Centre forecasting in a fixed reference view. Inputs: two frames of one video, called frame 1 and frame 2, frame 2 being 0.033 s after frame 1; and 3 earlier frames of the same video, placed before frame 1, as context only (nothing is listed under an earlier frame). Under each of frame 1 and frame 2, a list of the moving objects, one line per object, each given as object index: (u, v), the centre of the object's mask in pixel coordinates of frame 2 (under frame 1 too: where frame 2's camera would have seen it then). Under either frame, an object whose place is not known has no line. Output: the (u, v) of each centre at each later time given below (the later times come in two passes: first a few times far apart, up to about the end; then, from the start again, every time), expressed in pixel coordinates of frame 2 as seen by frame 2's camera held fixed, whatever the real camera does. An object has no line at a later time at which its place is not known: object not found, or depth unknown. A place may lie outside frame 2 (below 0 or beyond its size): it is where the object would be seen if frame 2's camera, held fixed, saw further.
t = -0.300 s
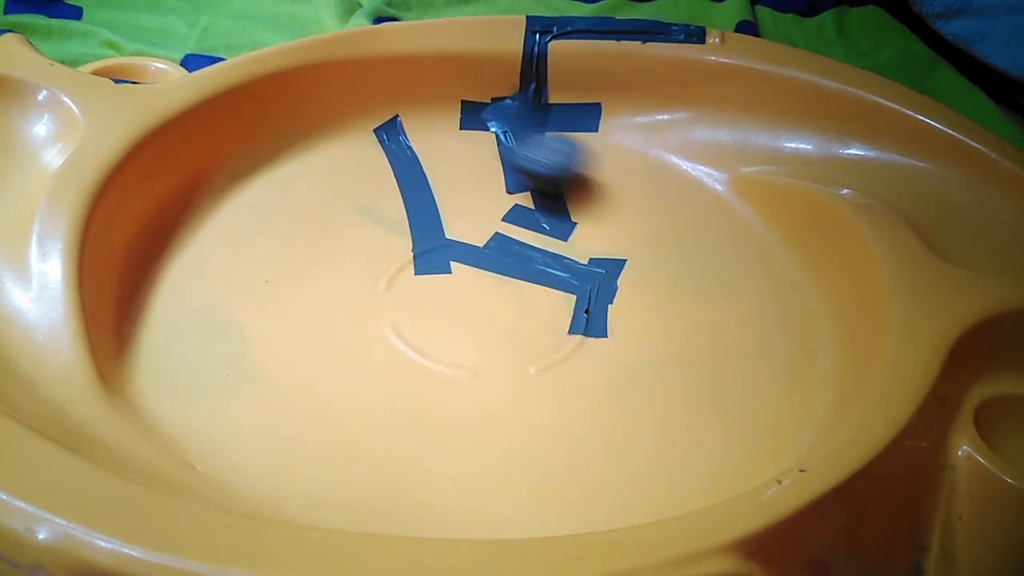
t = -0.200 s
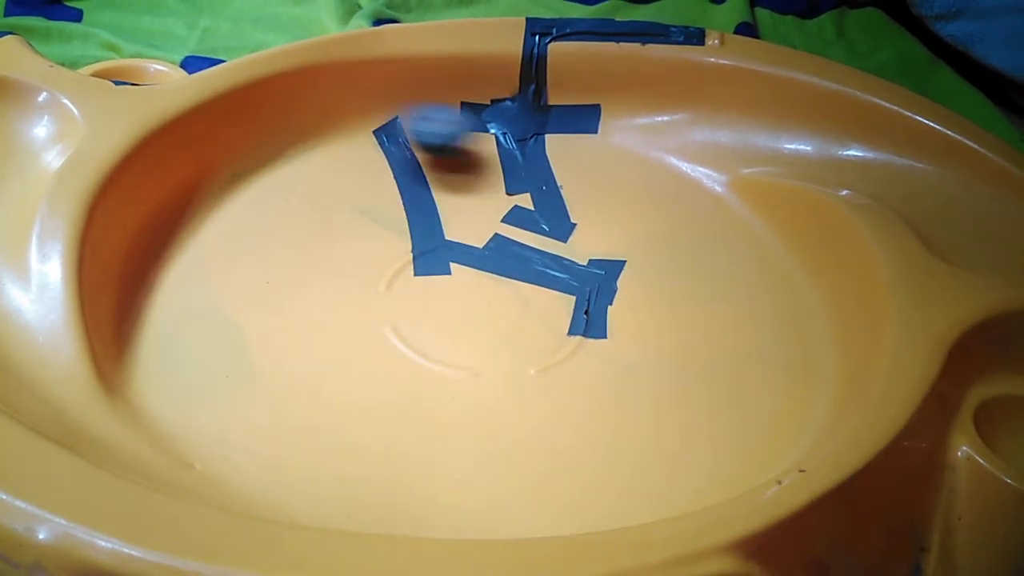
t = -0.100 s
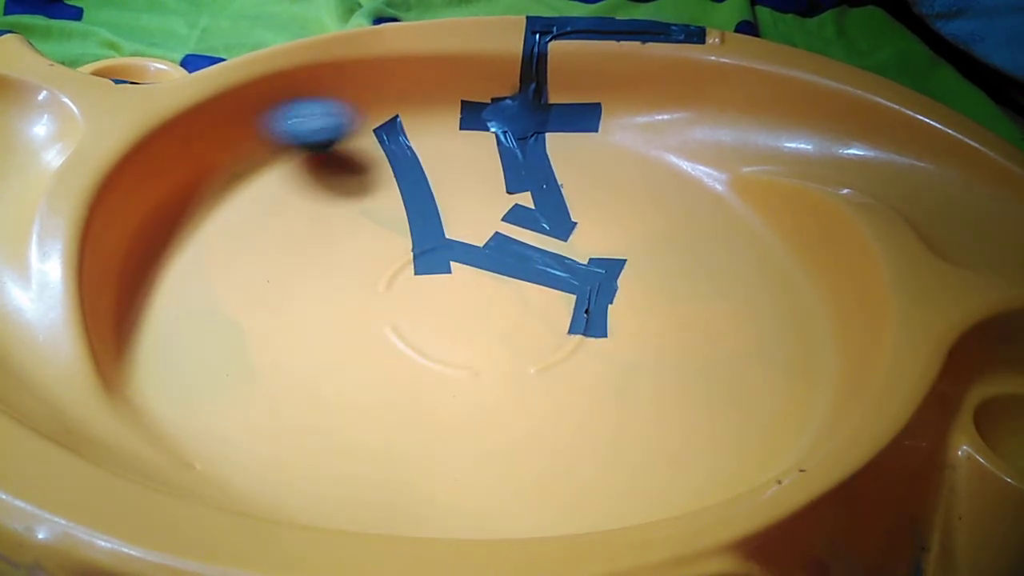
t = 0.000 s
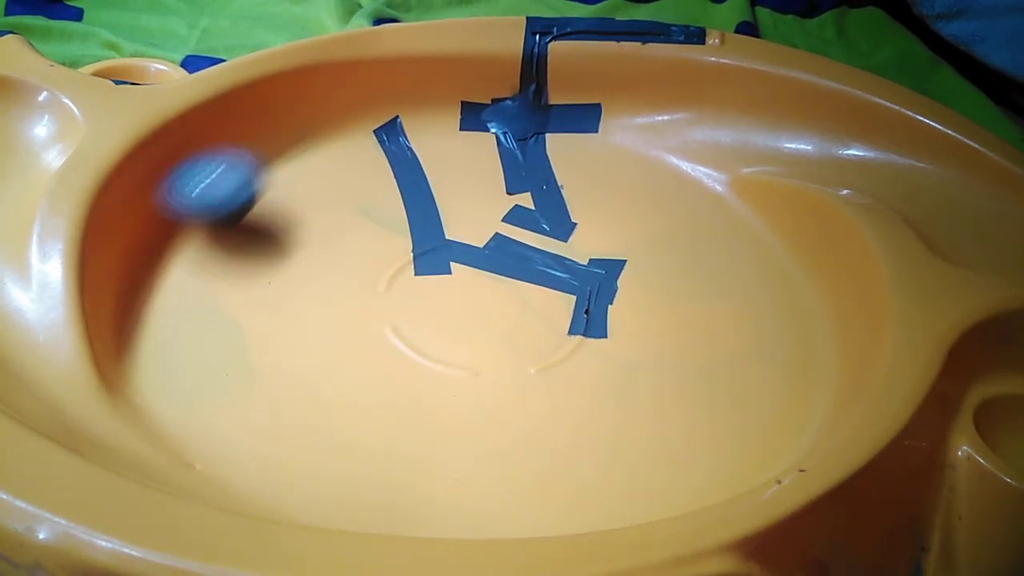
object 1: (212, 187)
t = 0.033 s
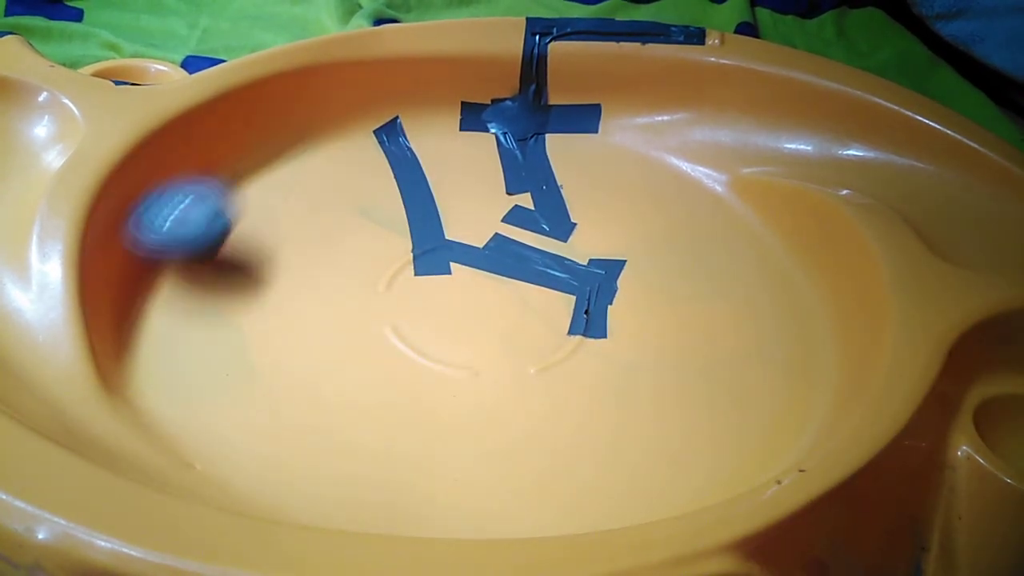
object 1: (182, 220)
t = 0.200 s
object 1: (249, 443)
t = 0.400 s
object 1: (719, 411)
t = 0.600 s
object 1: (703, 173)
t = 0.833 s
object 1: (325, 123)
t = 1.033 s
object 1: (173, 373)
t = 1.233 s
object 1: (643, 465)
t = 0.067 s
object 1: (163, 259)
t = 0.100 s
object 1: (159, 307)
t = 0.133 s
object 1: (173, 354)
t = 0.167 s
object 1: (201, 402)
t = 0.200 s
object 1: (249, 443)
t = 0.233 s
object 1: (323, 476)
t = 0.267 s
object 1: (413, 490)
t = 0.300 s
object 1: (497, 485)
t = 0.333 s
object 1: (581, 468)
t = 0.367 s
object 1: (653, 444)
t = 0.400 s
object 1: (719, 411)
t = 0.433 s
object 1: (770, 377)
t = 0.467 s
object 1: (801, 336)
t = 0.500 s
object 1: (795, 293)
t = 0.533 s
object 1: (774, 249)
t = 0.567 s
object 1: (746, 211)
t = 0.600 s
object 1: (703, 173)
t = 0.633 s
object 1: (662, 142)
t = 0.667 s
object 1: (614, 114)
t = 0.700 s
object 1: (553, 99)
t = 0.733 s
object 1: (507, 110)
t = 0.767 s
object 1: (435, 107)
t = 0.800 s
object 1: (381, 108)
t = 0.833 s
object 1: (325, 123)
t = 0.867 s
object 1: (274, 140)
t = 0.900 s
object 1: (228, 170)
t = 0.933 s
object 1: (191, 209)
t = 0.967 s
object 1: (164, 260)
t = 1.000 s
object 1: (161, 316)
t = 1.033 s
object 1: (173, 373)
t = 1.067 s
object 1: (205, 427)
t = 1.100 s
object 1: (273, 460)
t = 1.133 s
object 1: (372, 478)
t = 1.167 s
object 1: (472, 489)
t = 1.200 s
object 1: (569, 483)
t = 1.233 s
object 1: (643, 465)
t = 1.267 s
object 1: (714, 439)
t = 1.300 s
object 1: (766, 403)
